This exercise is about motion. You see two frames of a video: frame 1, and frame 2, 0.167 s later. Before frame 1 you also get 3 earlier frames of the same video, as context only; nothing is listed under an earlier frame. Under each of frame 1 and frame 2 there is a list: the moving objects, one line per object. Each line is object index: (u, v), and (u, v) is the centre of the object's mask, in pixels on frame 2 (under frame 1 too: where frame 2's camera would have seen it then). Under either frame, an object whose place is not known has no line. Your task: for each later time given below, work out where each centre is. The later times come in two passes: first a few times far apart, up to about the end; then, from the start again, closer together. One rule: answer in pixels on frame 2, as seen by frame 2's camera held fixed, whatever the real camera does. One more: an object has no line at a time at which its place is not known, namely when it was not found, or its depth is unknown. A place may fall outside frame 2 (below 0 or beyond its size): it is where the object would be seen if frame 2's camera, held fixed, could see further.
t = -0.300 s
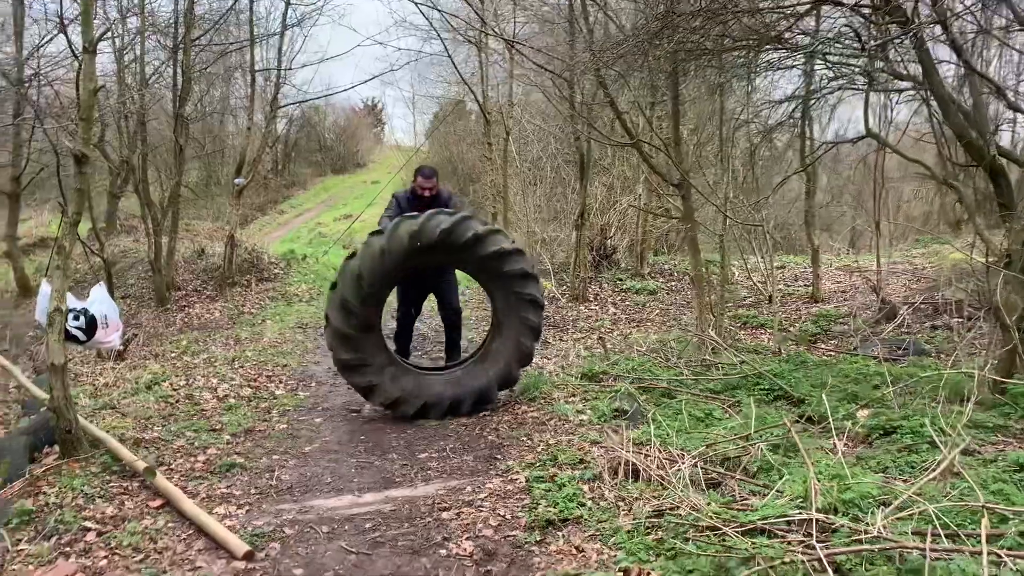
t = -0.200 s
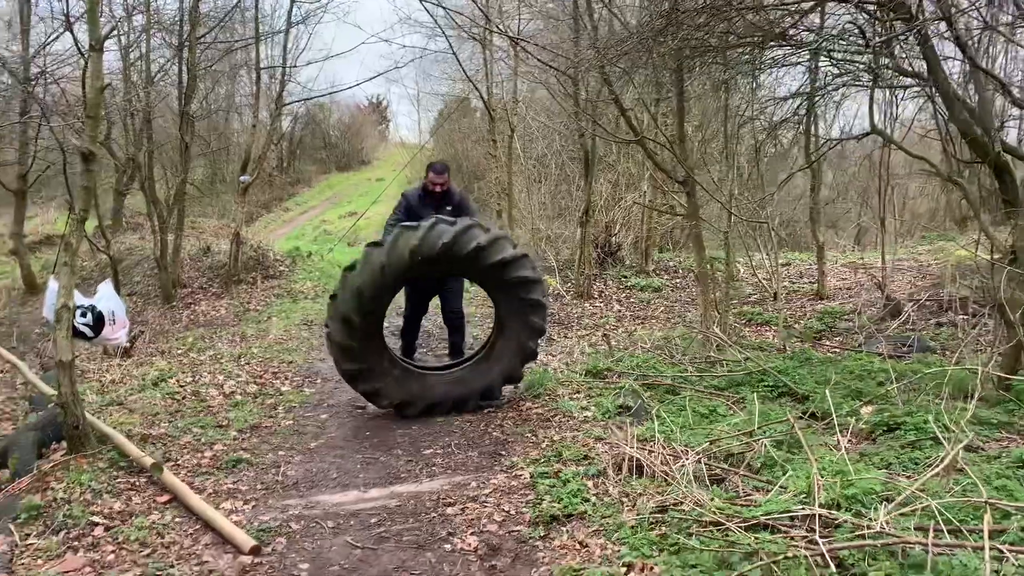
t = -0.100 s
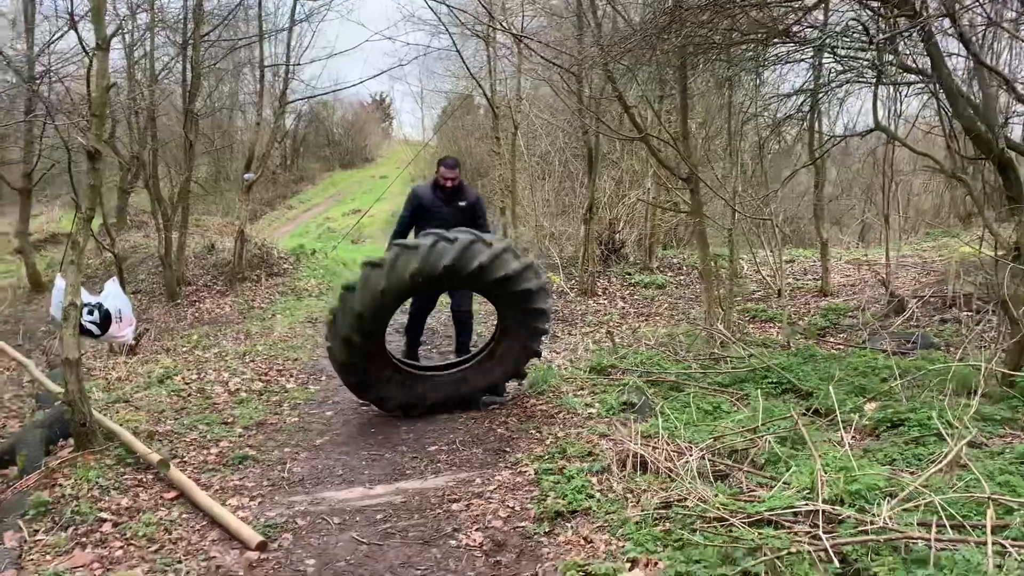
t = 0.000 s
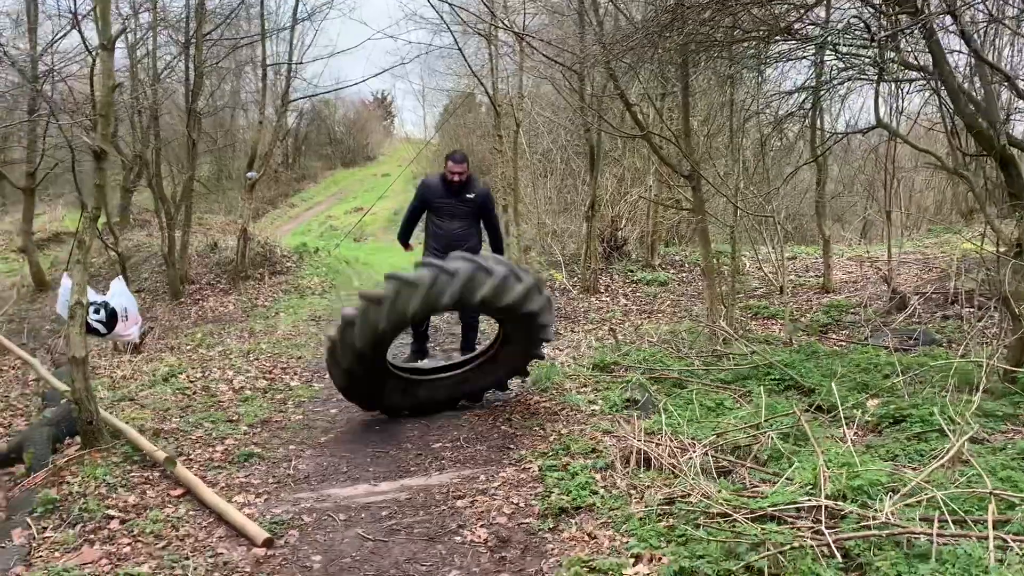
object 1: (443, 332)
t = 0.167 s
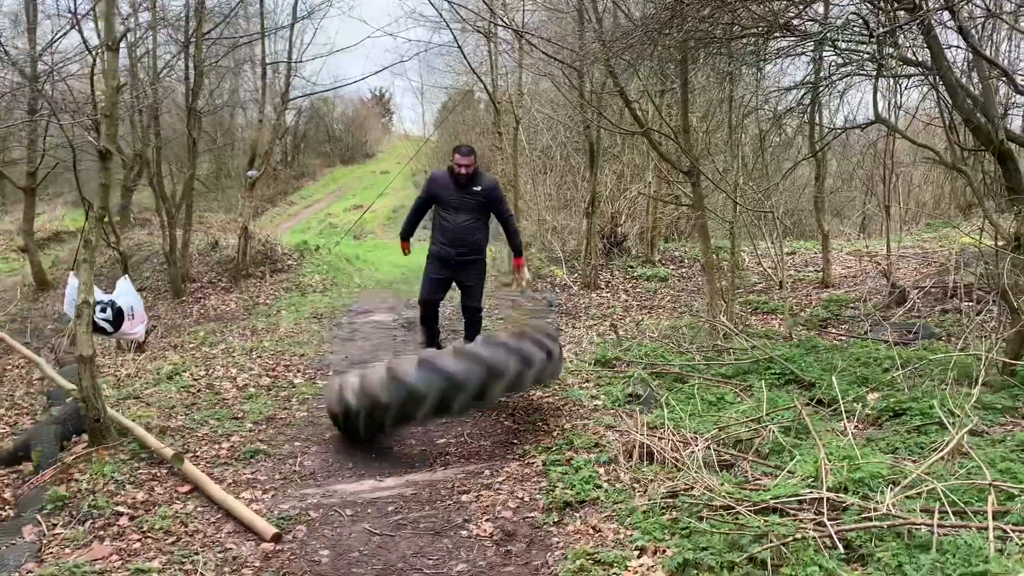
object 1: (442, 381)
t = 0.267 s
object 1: (447, 408)
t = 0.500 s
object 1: (462, 394)
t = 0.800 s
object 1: (468, 420)
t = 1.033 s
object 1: (470, 424)
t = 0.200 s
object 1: (443, 395)
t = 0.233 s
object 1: (446, 406)
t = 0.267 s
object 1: (447, 408)
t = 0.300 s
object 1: (446, 408)
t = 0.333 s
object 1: (453, 404)
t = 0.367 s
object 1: (456, 399)
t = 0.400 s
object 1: (455, 395)
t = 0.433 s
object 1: (457, 393)
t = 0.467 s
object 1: (459, 394)
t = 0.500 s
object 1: (462, 394)
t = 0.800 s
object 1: (468, 420)
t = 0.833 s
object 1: (467, 419)
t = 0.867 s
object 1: (470, 417)
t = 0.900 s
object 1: (469, 420)
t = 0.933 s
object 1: (470, 423)
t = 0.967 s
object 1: (470, 423)
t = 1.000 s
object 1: (469, 424)
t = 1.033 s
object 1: (470, 424)
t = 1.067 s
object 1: (470, 424)
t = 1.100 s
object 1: (471, 425)
